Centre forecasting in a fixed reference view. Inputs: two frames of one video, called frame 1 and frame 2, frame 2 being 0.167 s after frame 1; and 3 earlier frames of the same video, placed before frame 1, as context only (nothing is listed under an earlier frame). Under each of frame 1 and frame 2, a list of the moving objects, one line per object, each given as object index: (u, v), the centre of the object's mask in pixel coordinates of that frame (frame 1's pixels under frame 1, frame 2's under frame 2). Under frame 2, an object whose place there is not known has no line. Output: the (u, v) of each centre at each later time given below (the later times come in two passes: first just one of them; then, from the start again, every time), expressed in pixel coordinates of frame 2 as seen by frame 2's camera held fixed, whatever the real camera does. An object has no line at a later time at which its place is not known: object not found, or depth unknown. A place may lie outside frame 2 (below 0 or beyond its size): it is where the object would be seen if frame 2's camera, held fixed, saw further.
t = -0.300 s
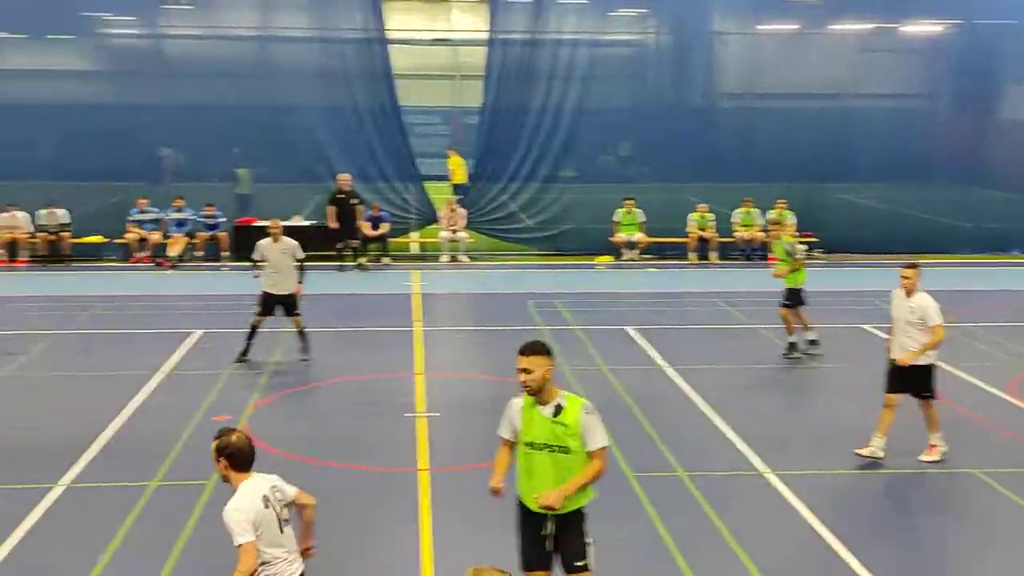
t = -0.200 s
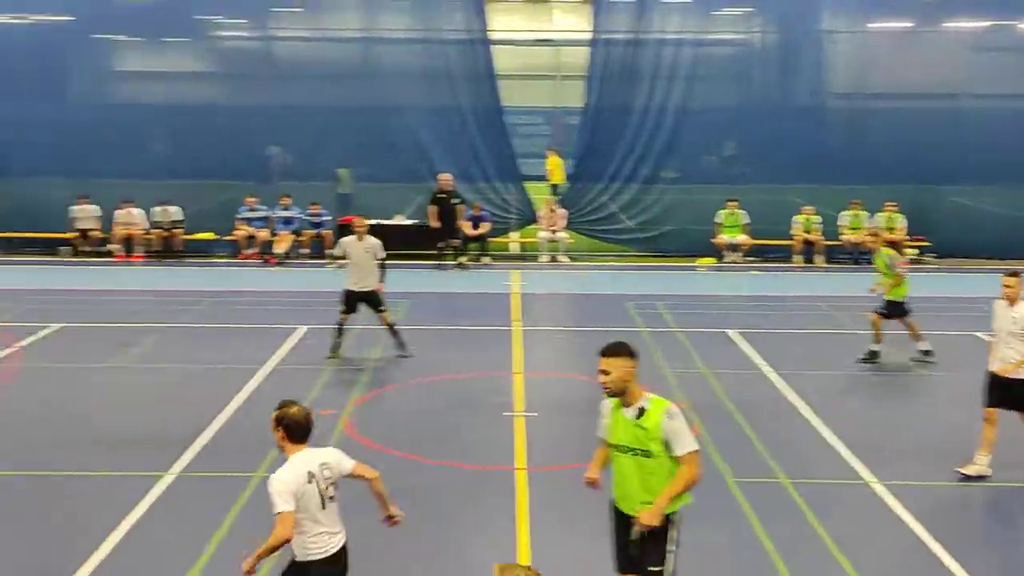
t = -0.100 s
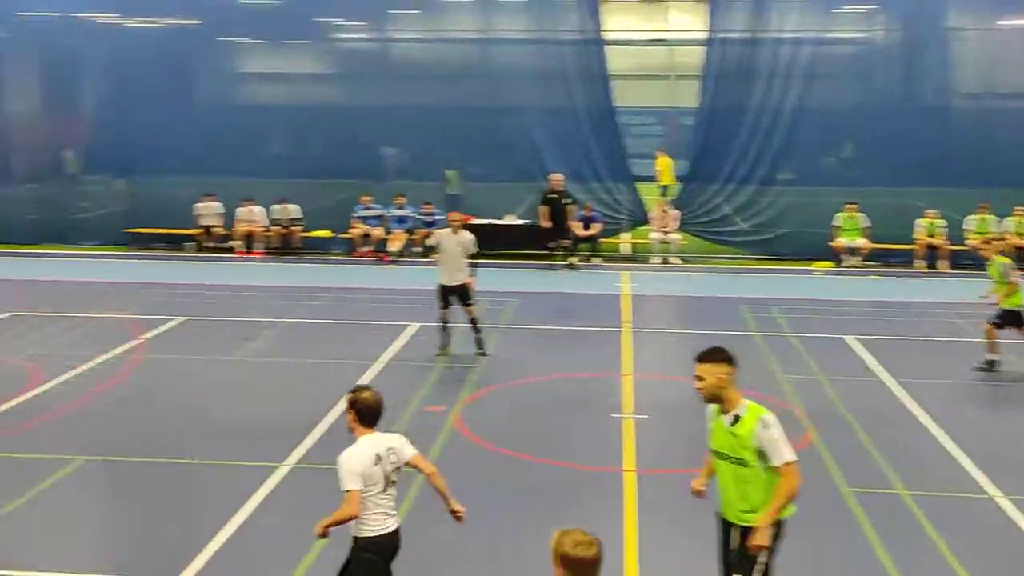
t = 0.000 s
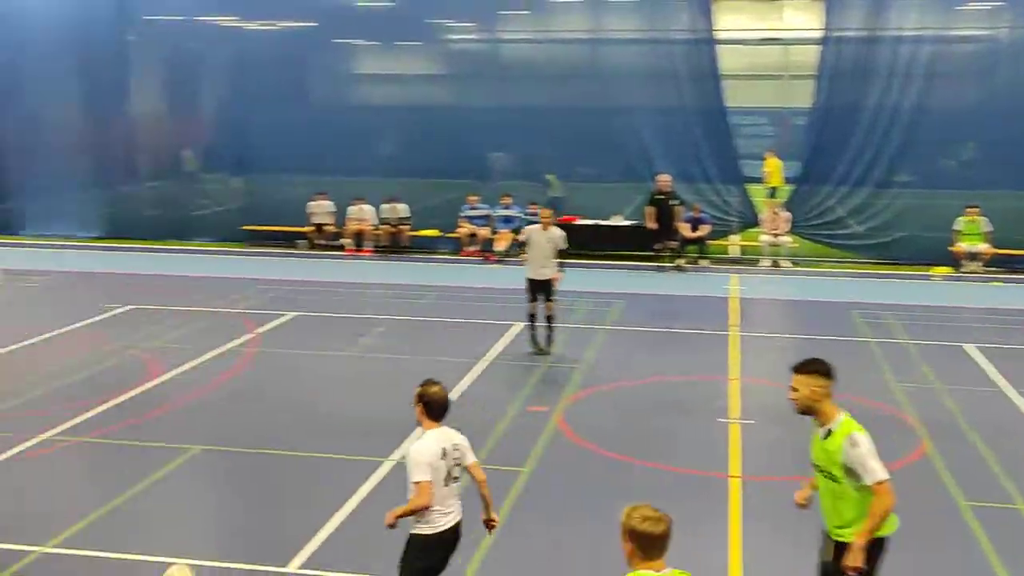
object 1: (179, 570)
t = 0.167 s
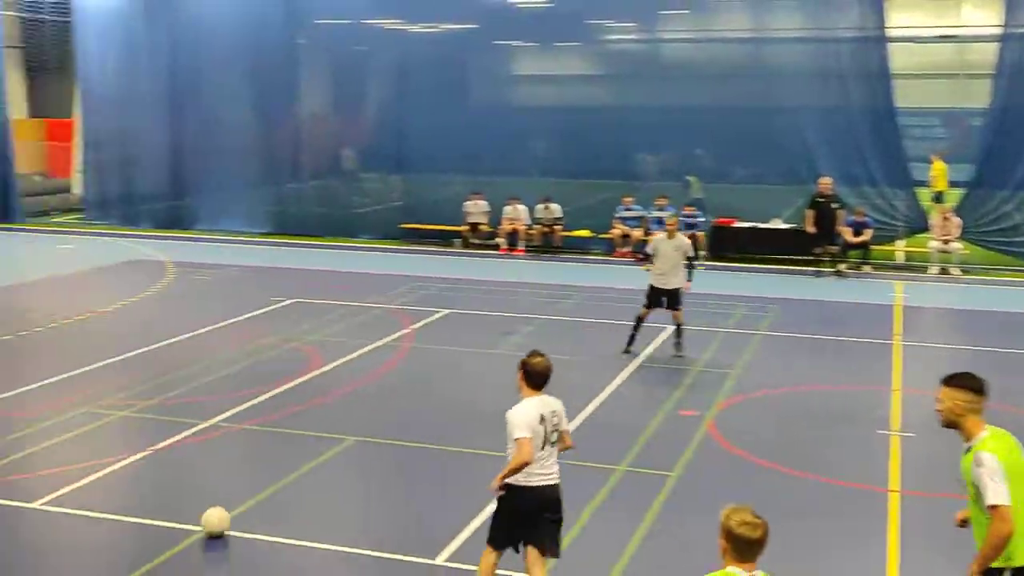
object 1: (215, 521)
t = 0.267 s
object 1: (164, 501)
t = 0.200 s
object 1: (197, 514)
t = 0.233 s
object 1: (181, 507)
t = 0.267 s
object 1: (164, 501)
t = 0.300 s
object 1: (148, 495)
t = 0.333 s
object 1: (133, 490)
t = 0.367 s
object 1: (120, 484)
